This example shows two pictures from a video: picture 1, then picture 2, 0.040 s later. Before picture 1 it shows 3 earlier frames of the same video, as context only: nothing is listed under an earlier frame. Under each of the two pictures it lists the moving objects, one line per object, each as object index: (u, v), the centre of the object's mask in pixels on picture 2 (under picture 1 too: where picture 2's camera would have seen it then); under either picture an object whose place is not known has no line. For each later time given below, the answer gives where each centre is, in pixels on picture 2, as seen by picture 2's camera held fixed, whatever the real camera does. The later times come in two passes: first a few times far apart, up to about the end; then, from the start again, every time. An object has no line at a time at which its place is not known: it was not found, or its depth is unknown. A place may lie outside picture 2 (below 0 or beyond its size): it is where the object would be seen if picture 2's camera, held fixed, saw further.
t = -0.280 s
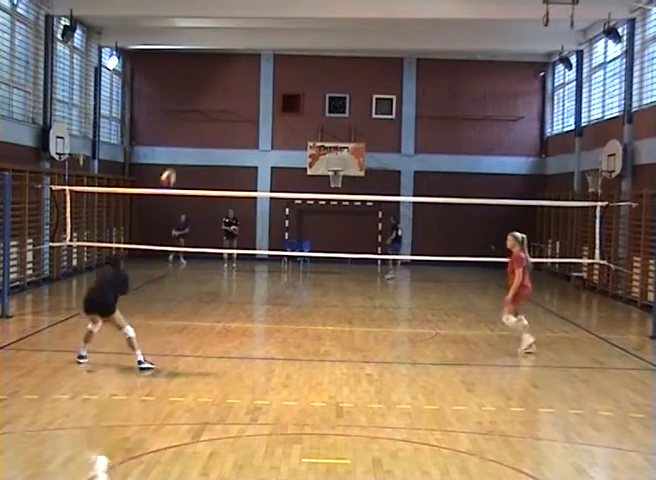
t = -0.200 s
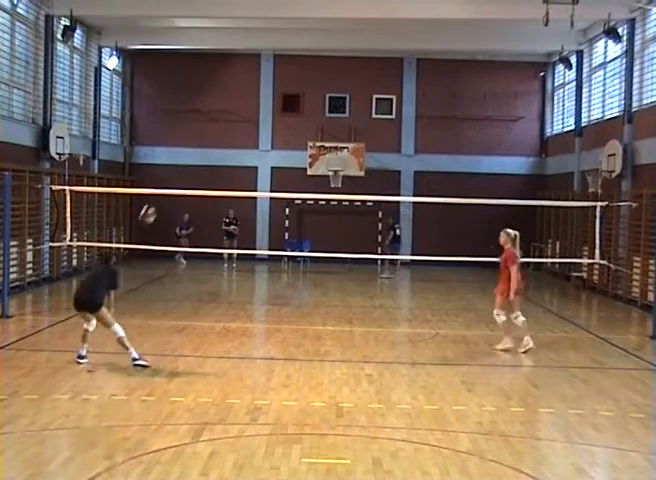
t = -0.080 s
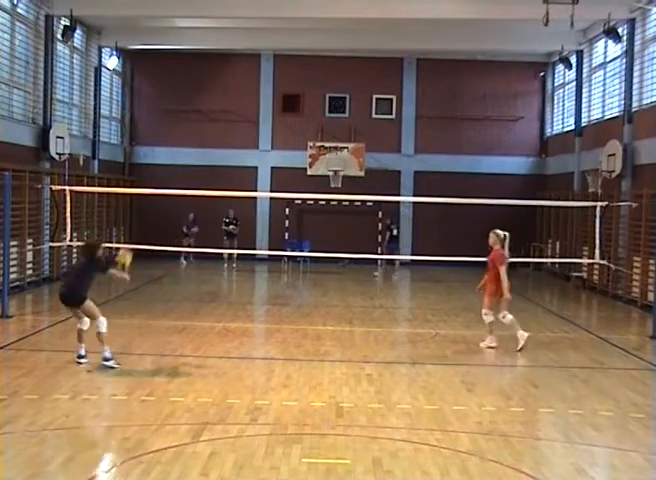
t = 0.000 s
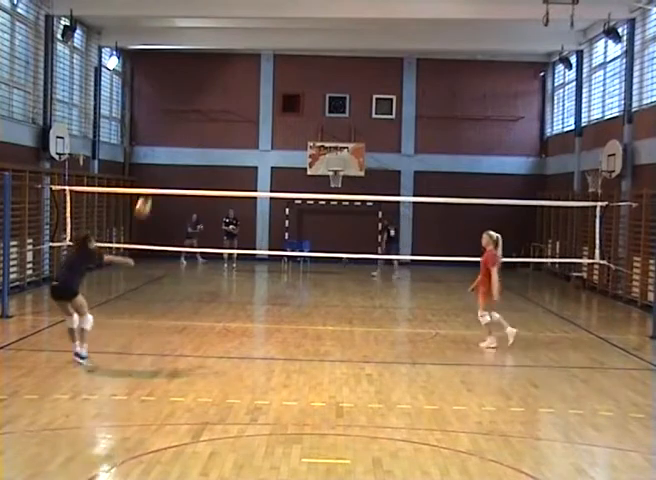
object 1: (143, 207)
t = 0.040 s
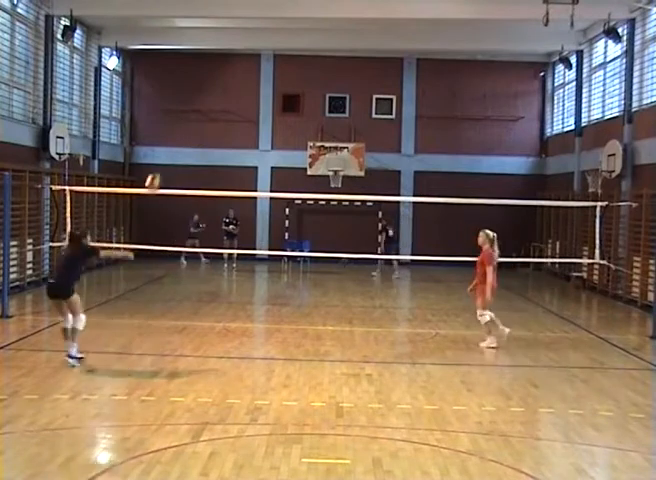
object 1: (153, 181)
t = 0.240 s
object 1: (200, 88)
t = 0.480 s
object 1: (252, 21)
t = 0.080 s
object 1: (162, 162)
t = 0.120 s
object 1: (172, 140)
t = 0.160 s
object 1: (181, 122)
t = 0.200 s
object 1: (191, 105)
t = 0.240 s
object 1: (200, 88)
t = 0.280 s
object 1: (209, 74)
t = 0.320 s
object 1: (217, 60)
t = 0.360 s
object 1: (226, 47)
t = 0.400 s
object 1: (236, 38)
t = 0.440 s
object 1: (244, 29)
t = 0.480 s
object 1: (252, 21)
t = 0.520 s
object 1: (261, 14)
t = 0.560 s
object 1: (271, 8)
